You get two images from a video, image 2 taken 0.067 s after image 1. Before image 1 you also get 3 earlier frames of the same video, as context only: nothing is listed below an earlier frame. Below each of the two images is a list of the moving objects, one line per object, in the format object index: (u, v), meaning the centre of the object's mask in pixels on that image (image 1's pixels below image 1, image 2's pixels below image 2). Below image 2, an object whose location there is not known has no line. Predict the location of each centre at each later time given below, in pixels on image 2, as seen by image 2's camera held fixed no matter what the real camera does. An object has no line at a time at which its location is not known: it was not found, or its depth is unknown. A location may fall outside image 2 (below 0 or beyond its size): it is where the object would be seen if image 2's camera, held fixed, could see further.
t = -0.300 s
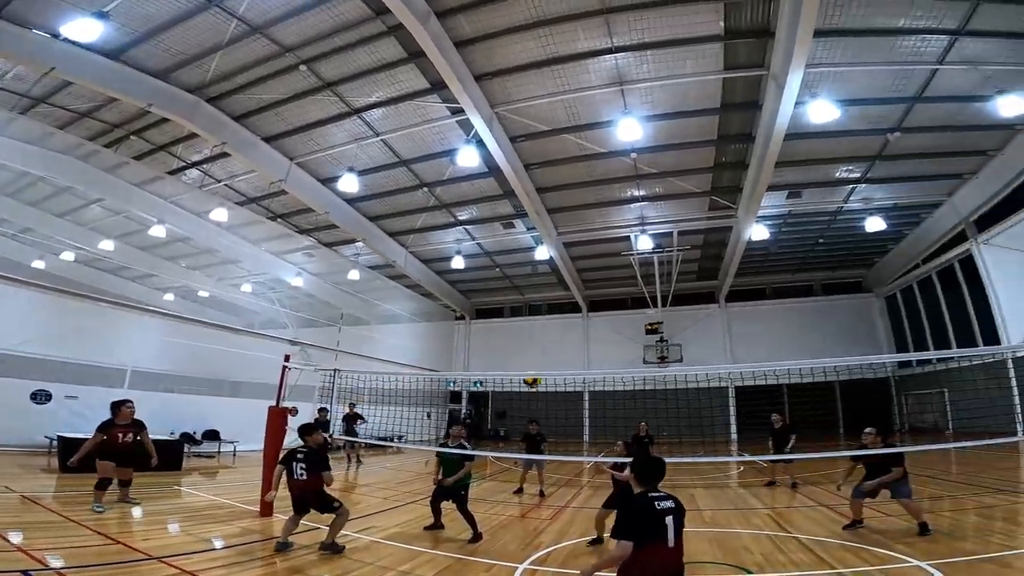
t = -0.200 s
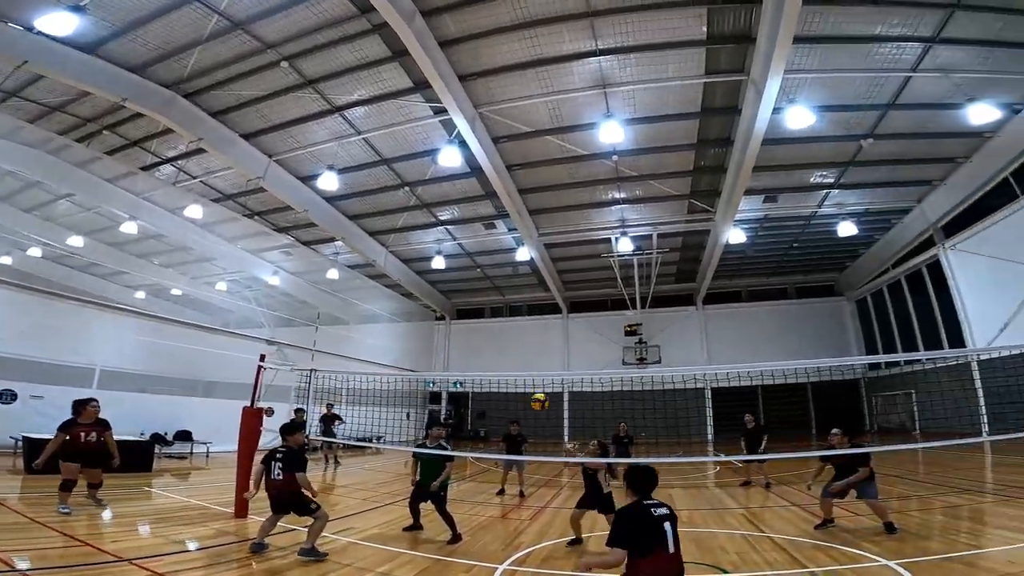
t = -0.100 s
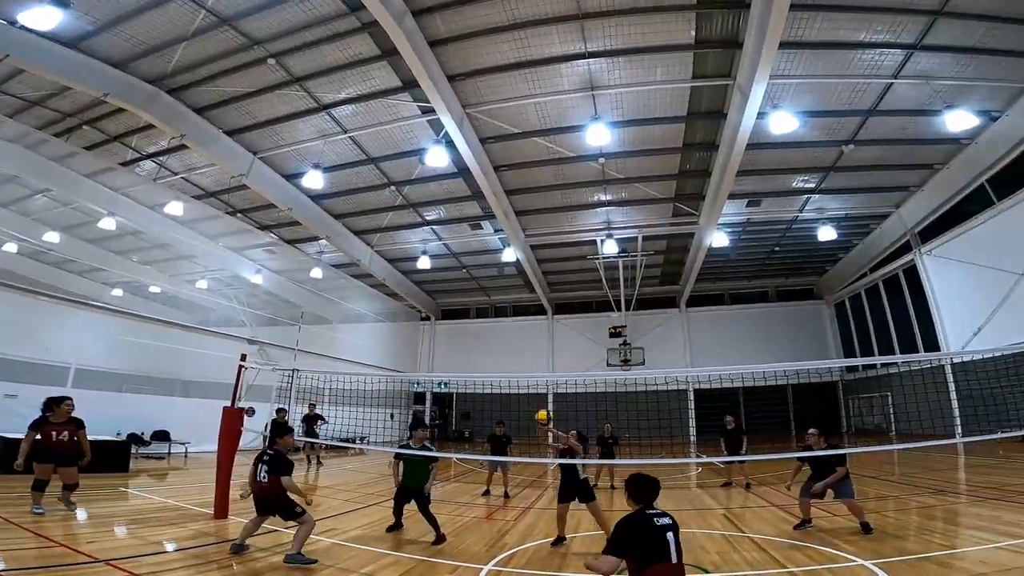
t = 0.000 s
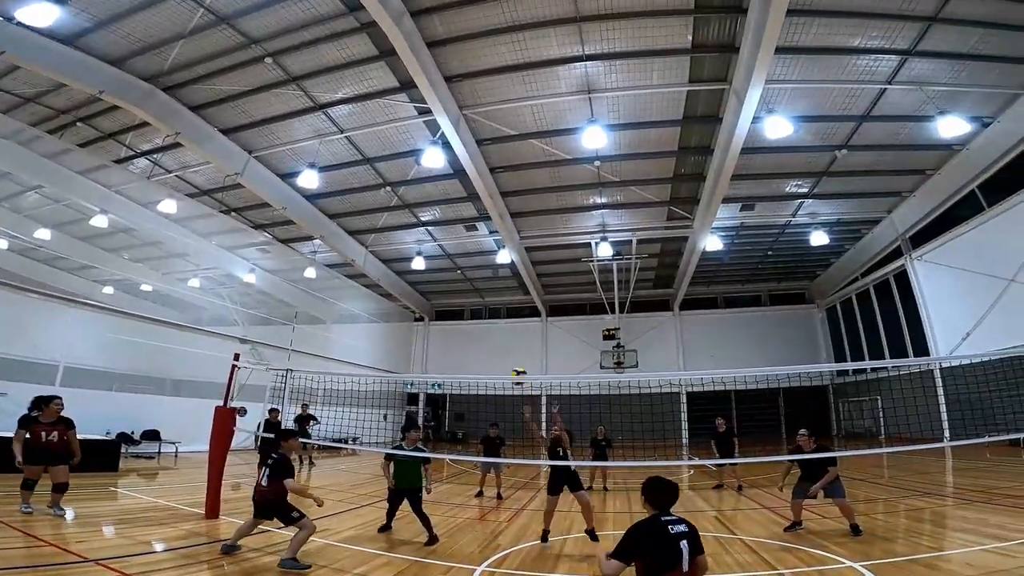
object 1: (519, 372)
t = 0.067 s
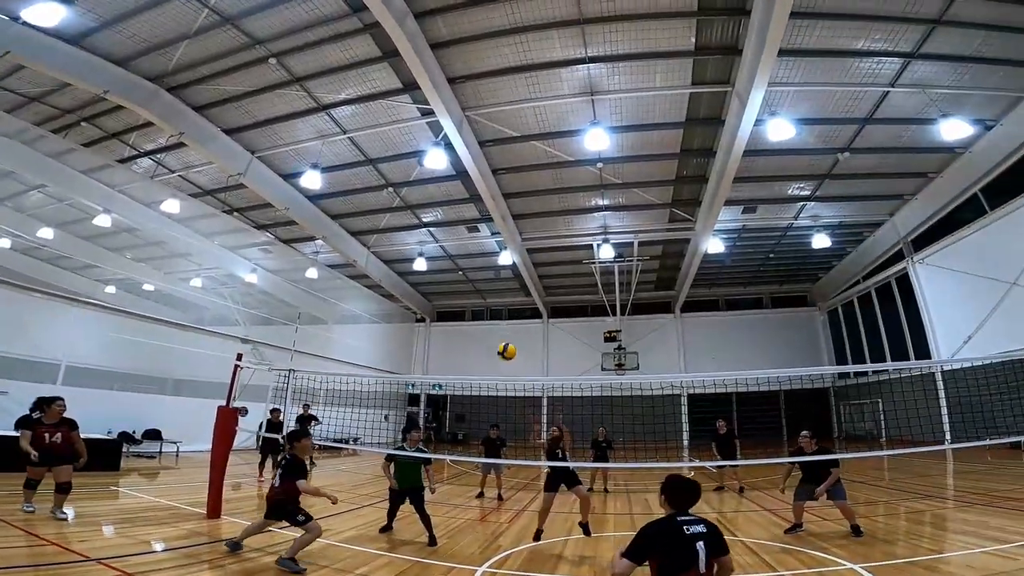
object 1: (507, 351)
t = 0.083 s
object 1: (505, 345)
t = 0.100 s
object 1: (502, 339)
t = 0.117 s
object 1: (500, 333)
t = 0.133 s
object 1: (497, 327)
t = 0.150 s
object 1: (495, 322)
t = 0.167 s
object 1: (493, 317)
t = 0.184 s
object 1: (491, 312)
